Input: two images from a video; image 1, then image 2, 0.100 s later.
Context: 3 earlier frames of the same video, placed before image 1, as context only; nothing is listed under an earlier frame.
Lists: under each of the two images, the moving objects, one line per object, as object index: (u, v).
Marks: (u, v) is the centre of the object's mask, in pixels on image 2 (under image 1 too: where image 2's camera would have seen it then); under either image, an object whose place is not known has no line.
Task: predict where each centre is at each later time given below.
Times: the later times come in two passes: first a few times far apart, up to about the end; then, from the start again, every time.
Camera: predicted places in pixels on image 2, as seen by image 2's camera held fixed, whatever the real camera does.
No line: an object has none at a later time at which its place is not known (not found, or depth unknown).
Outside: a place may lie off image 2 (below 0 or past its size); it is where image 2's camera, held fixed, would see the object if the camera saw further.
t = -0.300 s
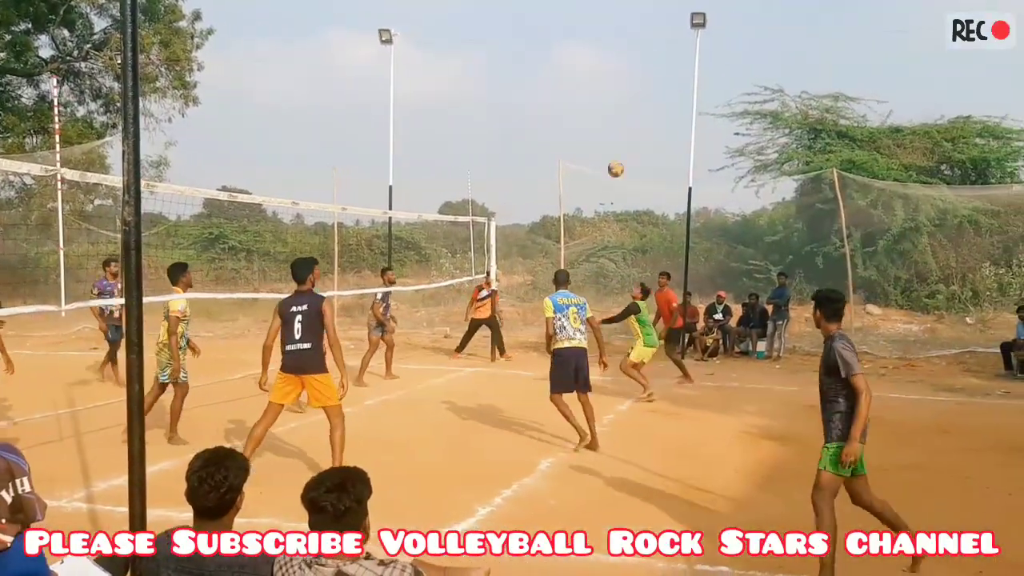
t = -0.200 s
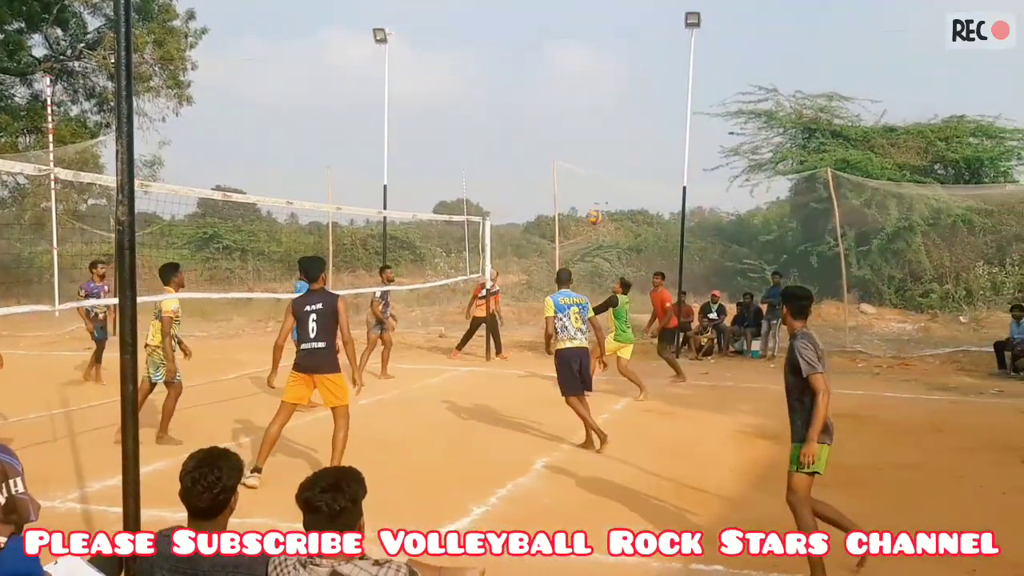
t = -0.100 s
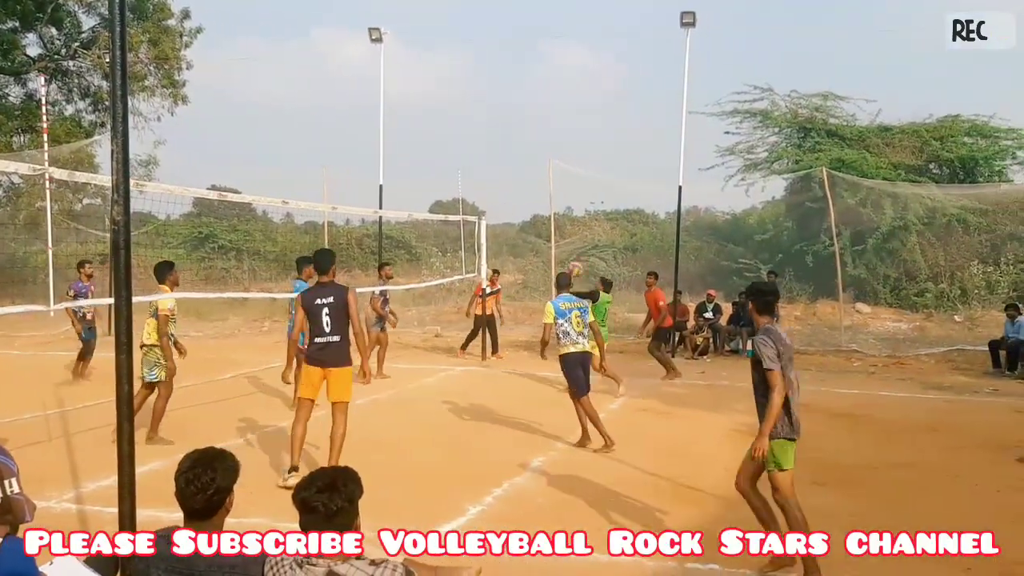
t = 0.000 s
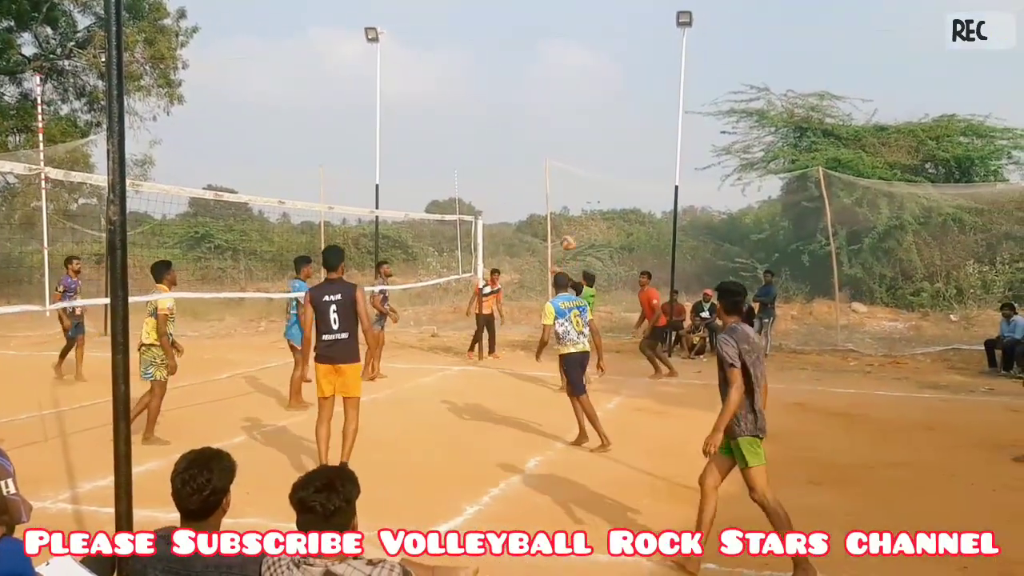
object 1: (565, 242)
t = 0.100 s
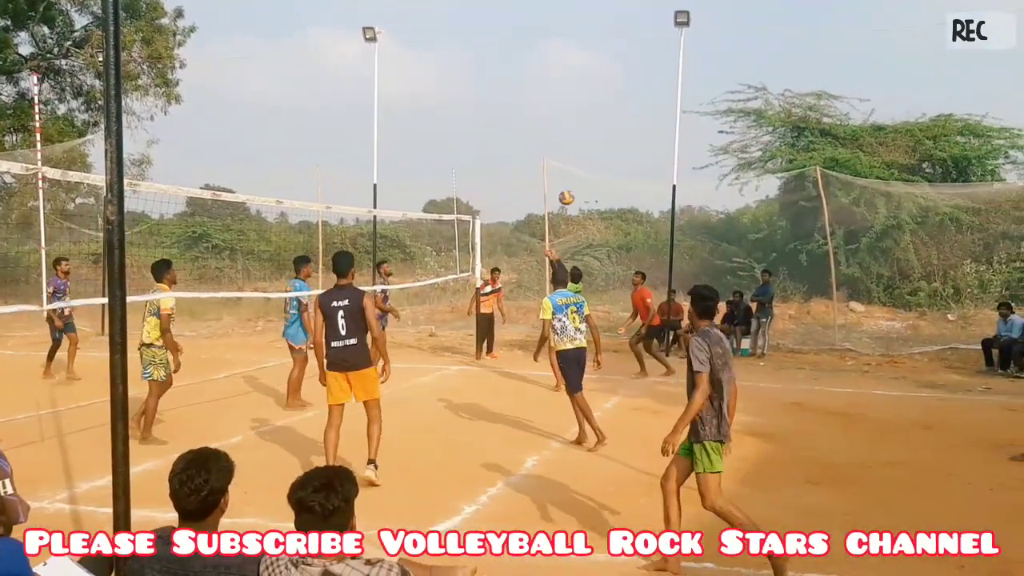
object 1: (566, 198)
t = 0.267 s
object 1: (566, 140)
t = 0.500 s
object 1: (566, 95)
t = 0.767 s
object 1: (566, 90)
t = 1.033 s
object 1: (566, 135)
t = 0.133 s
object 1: (566, 184)
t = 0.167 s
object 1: (566, 172)
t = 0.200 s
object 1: (566, 161)
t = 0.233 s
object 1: (566, 150)
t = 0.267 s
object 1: (566, 140)
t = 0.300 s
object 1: (566, 131)
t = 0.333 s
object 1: (566, 123)
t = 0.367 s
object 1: (566, 116)
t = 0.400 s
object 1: (566, 110)
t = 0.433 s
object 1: (566, 104)
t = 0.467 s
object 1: (566, 99)
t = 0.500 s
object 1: (566, 95)
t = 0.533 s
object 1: (566, 92)
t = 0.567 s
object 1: (566, 89)
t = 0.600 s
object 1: (566, 87)
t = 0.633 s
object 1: (566, 86)
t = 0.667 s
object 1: (566, 86)
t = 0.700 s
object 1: (566, 87)
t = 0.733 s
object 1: (566, 88)
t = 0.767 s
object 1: (566, 90)
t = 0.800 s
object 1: (566, 93)
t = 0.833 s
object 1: (565, 97)
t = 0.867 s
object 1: (565, 101)
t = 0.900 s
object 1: (566, 107)
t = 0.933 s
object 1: (566, 113)
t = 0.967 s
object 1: (565, 119)
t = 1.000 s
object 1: (565, 127)
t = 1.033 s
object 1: (566, 135)
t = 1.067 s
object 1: (566, 143)
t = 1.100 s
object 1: (565, 153)
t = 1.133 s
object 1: (565, 163)
